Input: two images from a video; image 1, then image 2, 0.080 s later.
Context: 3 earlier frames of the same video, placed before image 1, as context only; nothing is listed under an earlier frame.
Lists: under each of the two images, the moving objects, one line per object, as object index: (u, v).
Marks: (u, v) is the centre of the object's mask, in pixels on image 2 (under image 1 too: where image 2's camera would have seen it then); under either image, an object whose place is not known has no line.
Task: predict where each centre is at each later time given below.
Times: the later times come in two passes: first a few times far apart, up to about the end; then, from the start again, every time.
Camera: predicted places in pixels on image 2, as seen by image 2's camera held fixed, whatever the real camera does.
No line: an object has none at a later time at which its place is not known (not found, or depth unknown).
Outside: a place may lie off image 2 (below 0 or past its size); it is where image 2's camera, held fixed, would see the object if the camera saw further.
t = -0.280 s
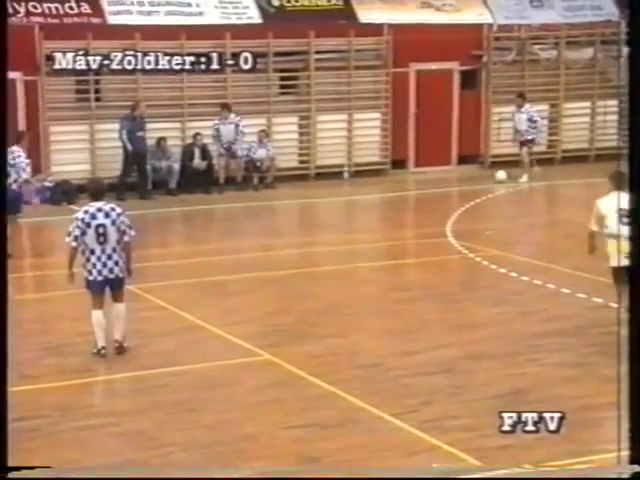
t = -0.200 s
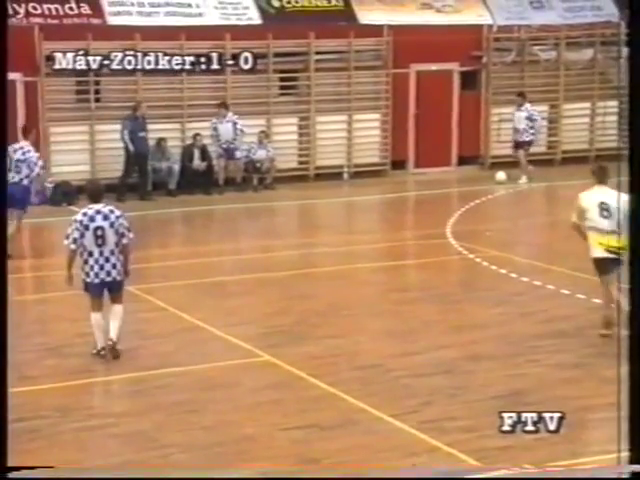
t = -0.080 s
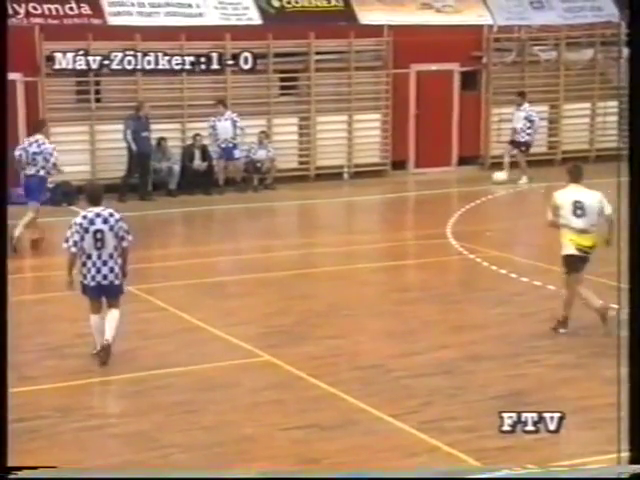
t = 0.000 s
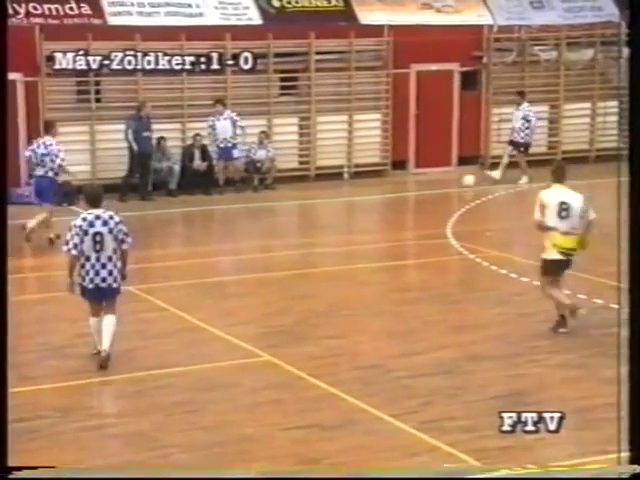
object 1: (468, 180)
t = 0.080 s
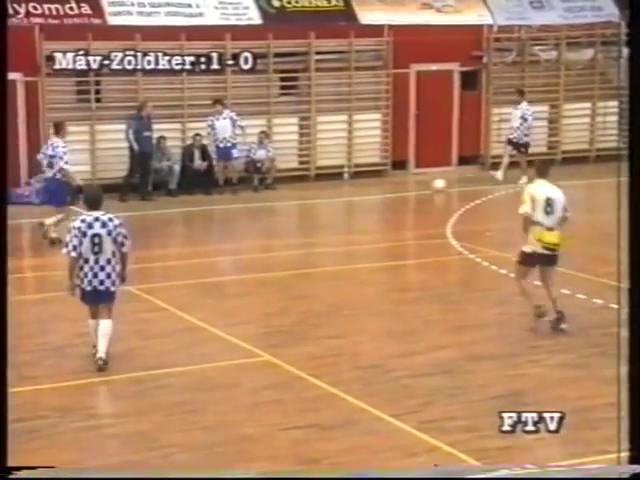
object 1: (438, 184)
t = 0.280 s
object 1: (369, 194)
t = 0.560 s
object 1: (281, 206)
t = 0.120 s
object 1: (424, 186)
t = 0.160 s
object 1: (411, 188)
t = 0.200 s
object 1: (397, 190)
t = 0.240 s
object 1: (383, 192)
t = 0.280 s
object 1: (369, 194)
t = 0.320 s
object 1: (355, 197)
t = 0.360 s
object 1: (343, 198)
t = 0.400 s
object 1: (330, 200)
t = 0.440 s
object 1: (317, 201)
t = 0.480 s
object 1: (305, 202)
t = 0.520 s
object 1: (292, 204)
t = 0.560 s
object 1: (281, 206)
